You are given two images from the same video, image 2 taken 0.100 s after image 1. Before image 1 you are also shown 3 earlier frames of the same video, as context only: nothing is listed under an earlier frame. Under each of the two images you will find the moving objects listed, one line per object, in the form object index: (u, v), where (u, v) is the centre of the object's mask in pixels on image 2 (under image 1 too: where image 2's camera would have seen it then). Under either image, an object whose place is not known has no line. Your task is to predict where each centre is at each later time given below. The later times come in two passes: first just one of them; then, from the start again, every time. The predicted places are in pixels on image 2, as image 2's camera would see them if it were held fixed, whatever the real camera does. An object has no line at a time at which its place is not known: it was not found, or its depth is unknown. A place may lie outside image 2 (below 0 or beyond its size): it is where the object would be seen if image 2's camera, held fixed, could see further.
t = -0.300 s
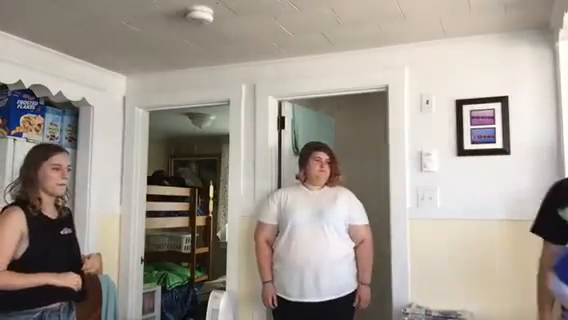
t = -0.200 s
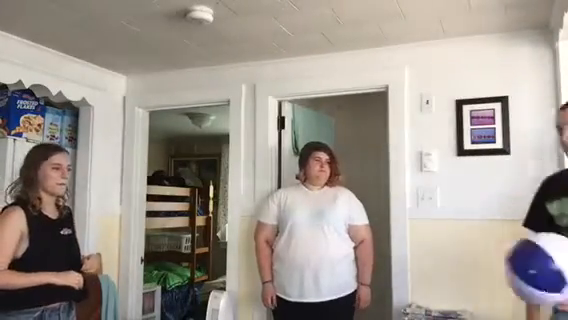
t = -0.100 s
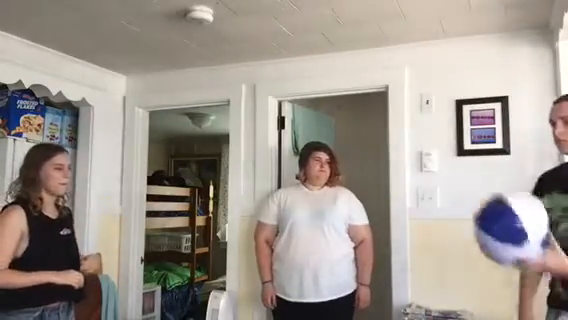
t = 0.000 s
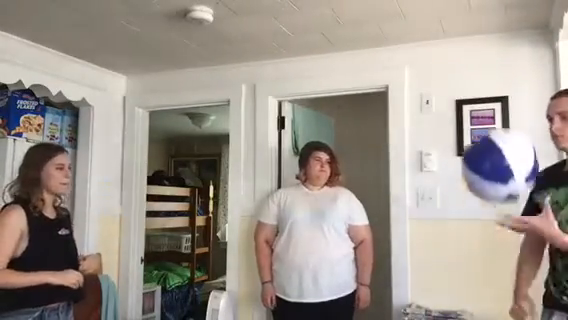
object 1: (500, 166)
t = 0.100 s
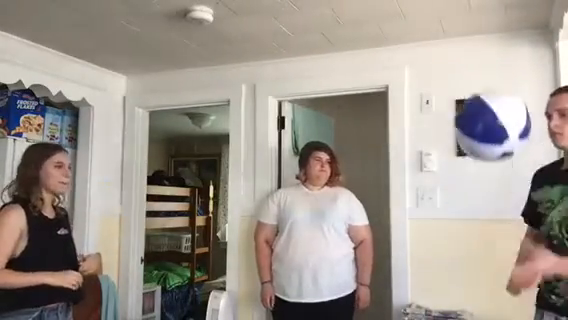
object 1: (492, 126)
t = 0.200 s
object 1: (486, 108)
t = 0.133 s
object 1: (489, 117)
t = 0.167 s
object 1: (488, 111)
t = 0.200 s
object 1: (486, 108)
